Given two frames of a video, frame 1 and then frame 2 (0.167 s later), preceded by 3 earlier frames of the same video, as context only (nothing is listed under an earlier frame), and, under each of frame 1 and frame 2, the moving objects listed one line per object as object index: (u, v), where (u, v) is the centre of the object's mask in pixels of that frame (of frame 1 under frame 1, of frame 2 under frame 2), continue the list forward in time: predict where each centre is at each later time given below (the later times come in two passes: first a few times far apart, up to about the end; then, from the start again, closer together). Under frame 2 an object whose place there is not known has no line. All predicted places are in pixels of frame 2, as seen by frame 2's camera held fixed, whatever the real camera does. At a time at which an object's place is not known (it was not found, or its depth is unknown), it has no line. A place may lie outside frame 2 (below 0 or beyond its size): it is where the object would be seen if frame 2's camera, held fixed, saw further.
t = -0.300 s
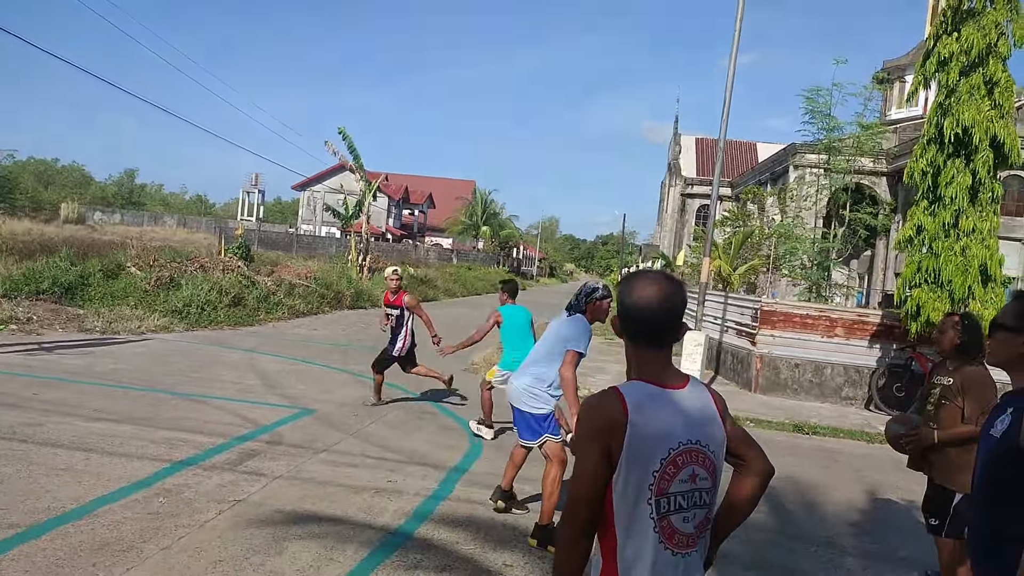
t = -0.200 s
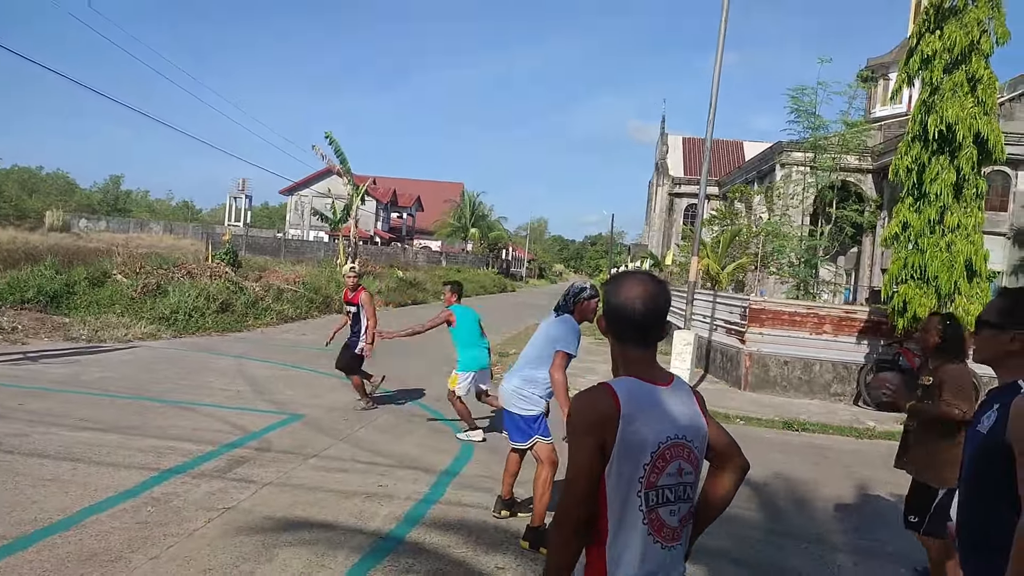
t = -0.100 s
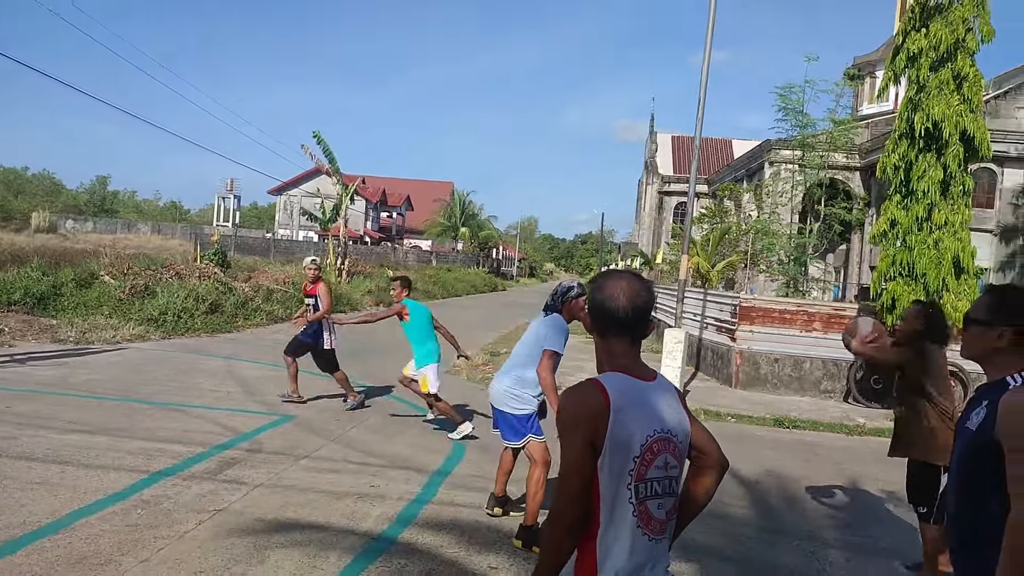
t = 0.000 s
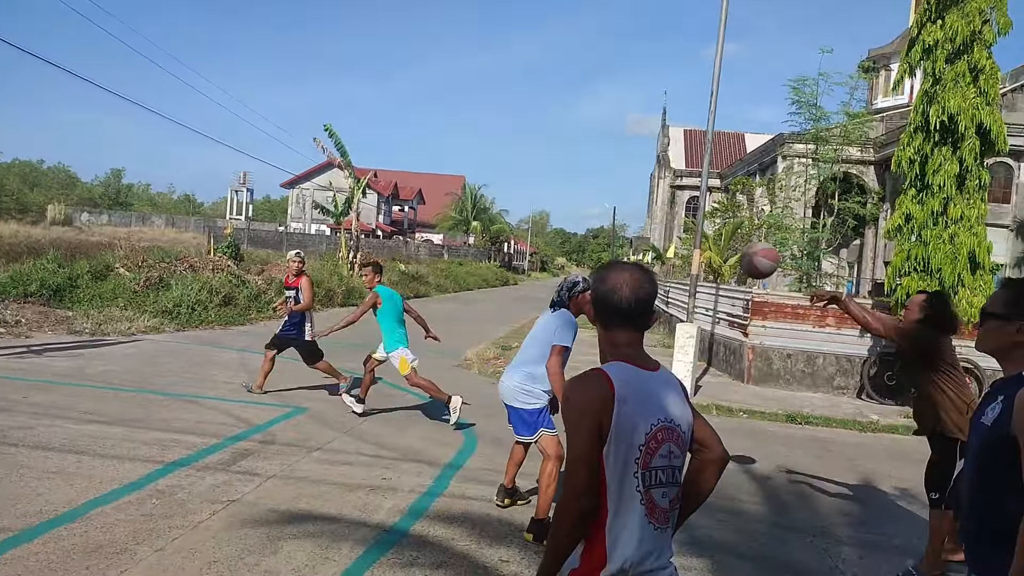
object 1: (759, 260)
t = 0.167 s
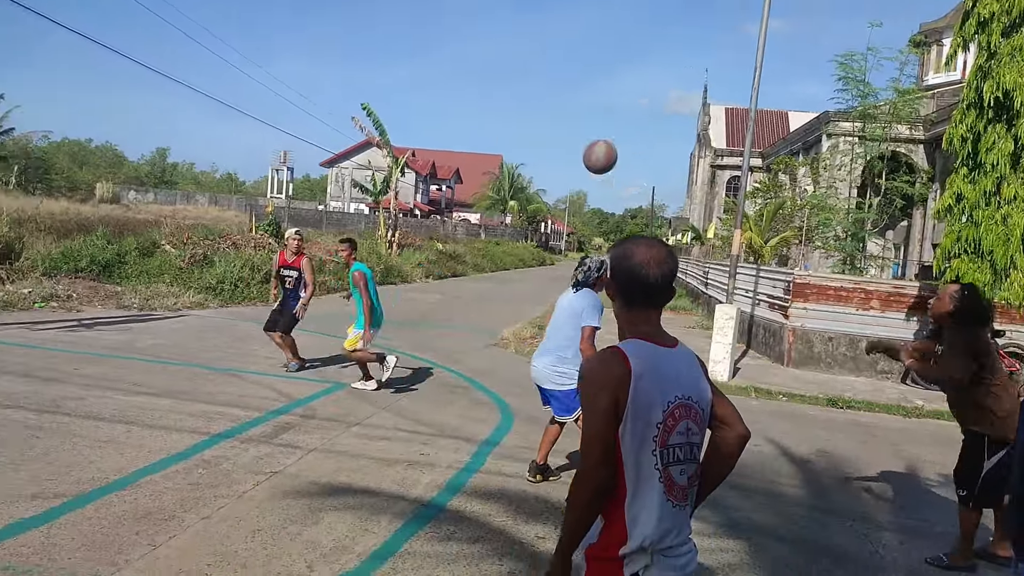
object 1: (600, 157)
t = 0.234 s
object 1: (533, 140)
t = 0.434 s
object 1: (355, 126)
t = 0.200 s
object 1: (565, 147)
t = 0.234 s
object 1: (533, 140)
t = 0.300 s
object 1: (468, 128)
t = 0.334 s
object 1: (438, 125)
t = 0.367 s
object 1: (410, 124)
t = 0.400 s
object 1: (382, 124)
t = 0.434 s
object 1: (355, 126)
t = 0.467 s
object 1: (329, 129)
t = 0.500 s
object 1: (305, 133)
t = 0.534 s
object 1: (280, 138)
